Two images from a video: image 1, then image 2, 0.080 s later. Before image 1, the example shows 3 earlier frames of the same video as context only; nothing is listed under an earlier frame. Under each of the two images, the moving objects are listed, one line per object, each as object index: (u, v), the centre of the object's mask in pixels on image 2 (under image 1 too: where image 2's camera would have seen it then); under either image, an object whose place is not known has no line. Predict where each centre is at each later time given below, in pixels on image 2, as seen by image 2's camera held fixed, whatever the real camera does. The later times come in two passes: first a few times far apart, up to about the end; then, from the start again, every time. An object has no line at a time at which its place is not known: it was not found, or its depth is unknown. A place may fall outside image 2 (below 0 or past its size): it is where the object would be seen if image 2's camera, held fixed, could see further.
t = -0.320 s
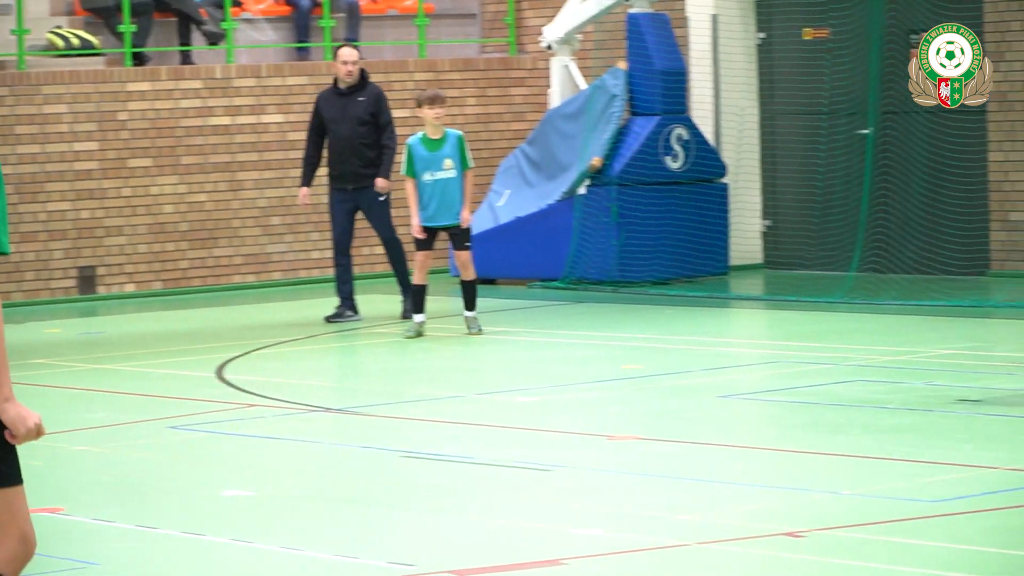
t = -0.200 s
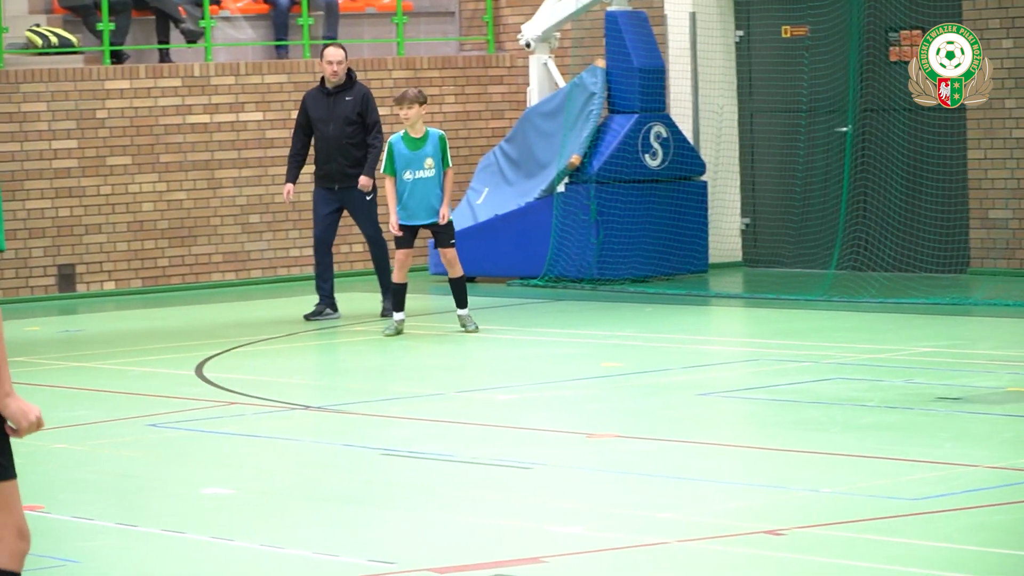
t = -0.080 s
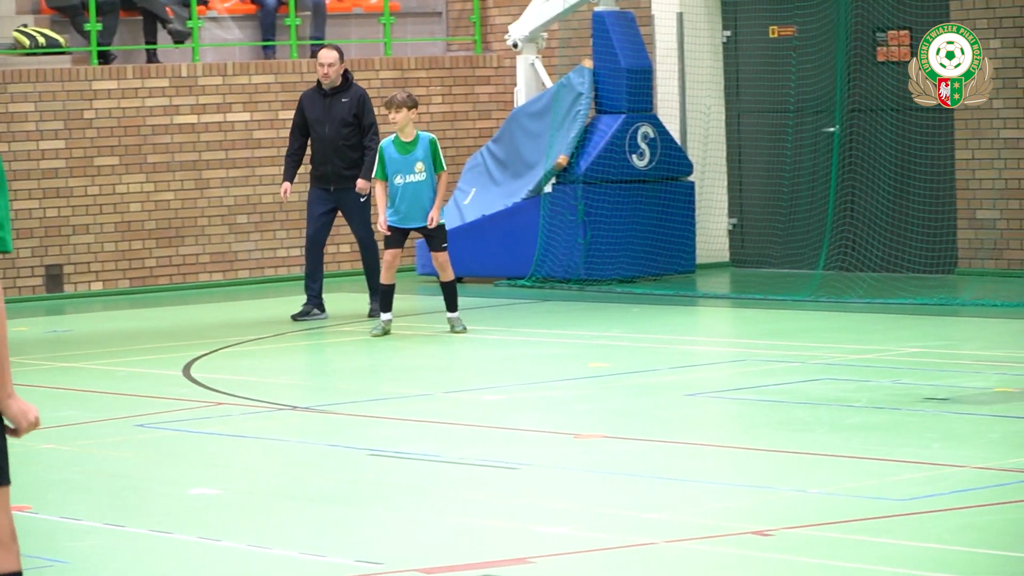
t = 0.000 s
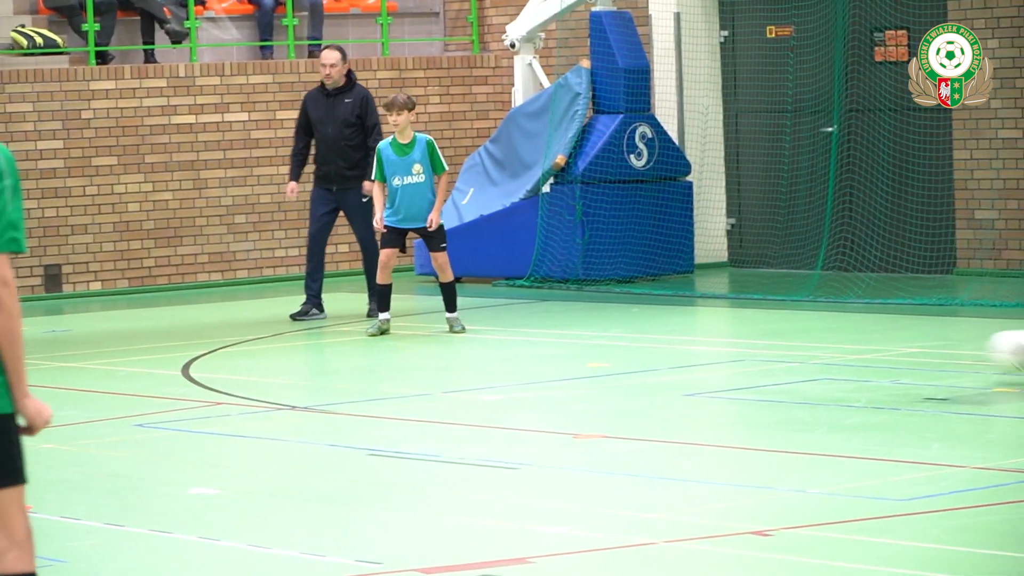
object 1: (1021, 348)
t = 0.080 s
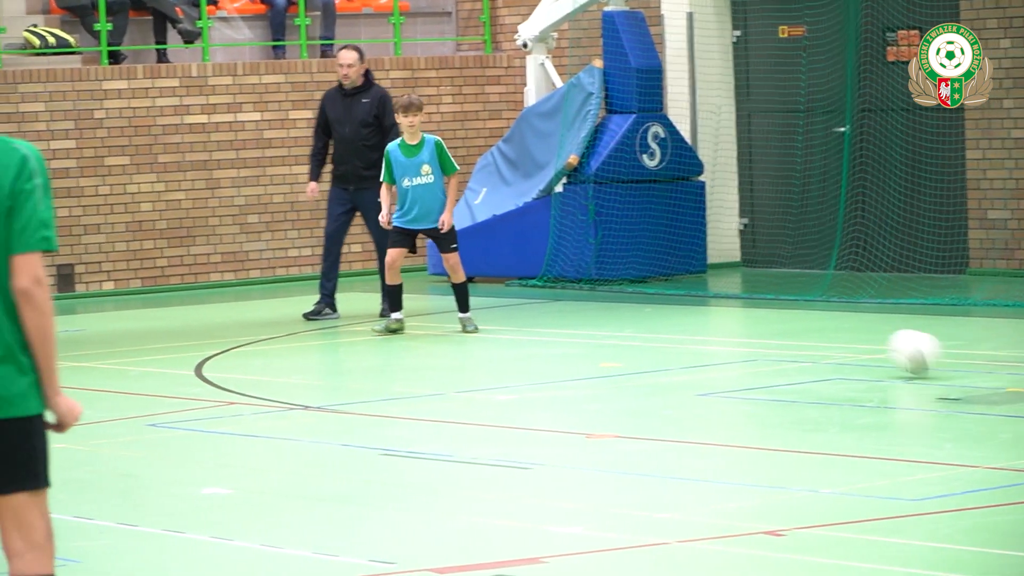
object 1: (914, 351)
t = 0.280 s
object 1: (685, 345)
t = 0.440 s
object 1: (526, 328)
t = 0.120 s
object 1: (863, 341)
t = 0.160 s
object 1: (816, 337)
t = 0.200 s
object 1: (770, 336)
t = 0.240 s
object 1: (727, 338)
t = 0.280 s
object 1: (685, 345)
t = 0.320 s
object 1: (643, 343)
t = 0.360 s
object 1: (603, 334)
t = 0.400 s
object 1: (563, 329)
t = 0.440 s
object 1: (526, 328)
